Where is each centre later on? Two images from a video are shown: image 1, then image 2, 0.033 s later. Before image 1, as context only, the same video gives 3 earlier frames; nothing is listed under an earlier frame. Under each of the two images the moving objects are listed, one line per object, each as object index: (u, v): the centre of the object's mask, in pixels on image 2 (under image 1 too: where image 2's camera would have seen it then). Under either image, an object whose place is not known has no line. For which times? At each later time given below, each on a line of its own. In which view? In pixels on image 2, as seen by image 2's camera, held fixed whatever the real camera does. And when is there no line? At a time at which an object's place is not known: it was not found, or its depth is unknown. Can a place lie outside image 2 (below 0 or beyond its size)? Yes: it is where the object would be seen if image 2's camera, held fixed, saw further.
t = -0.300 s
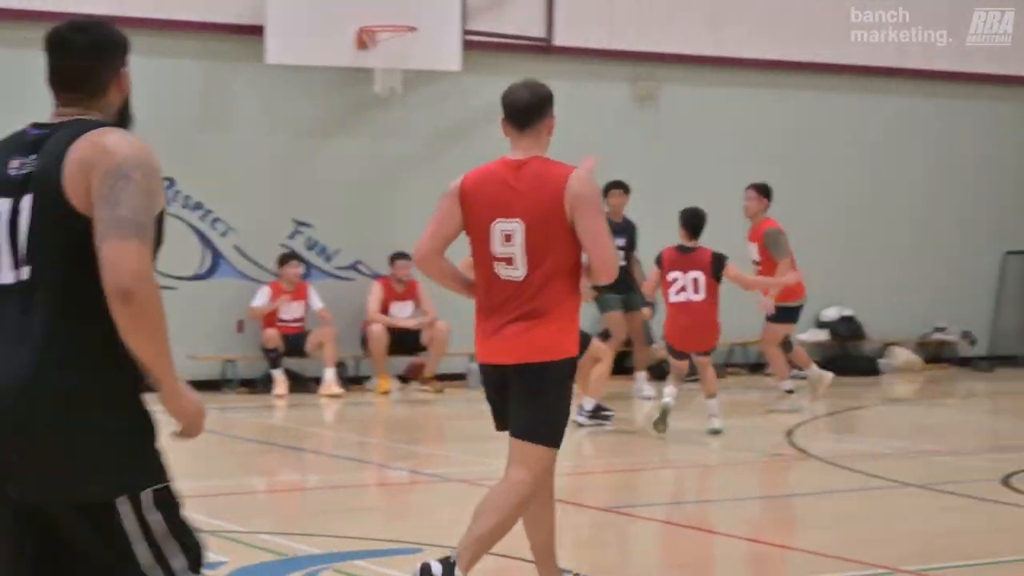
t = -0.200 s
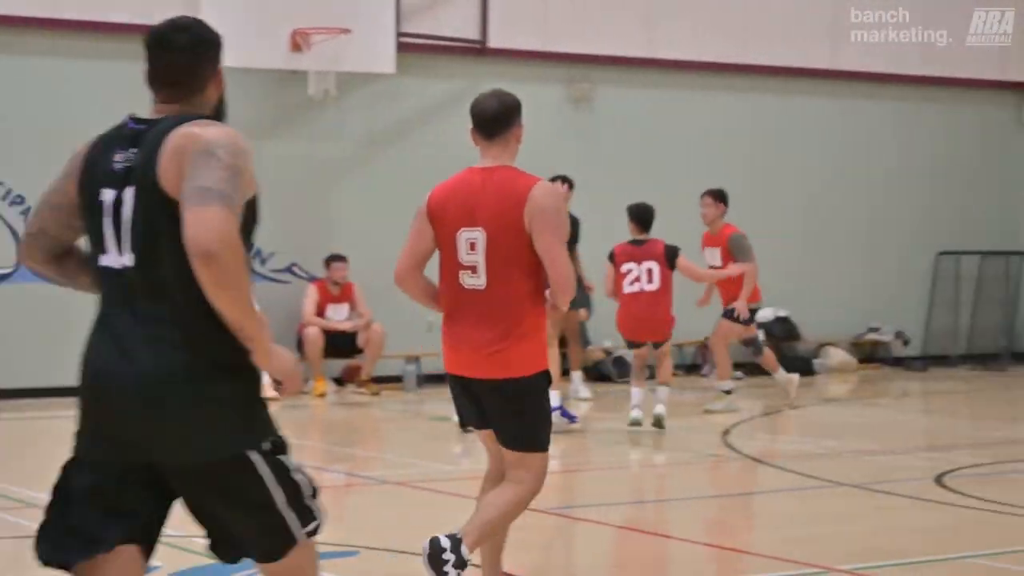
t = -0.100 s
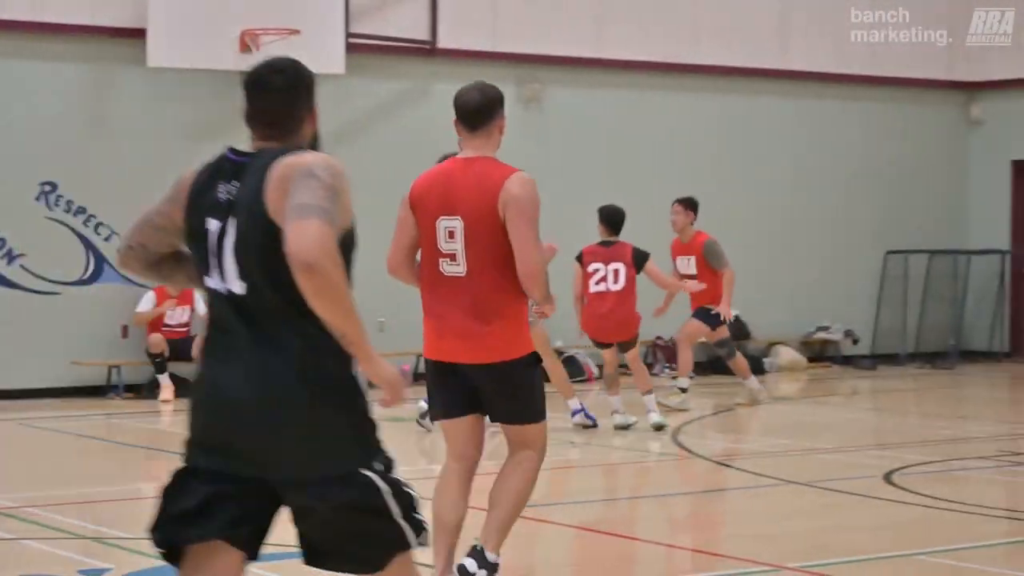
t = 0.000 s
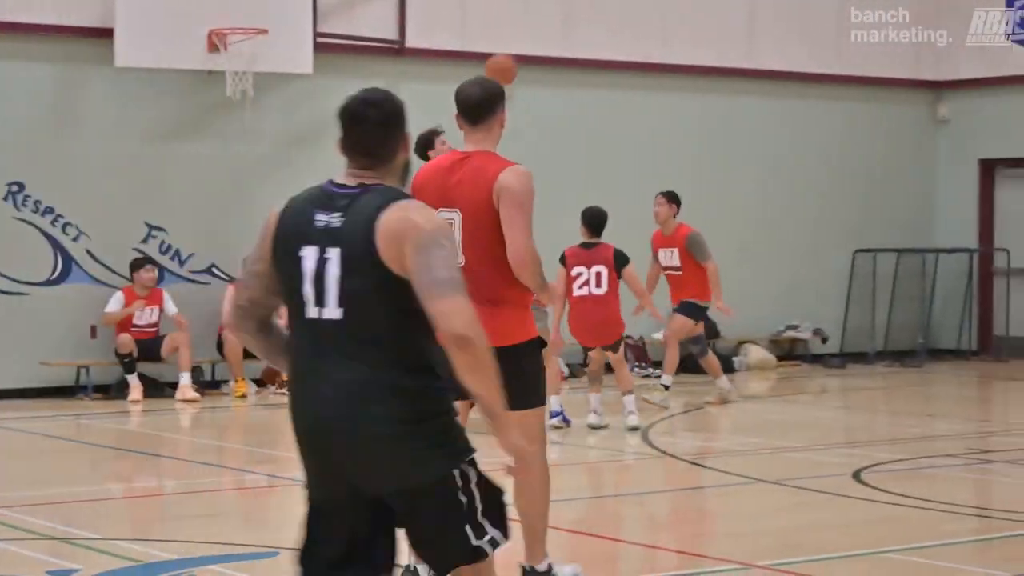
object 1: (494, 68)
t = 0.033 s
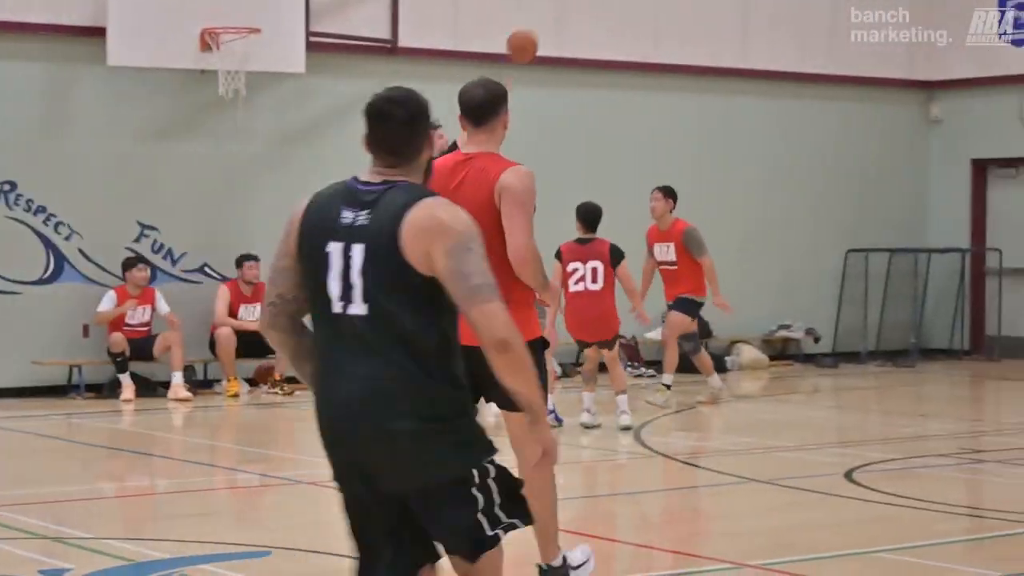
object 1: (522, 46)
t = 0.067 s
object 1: (551, 22)
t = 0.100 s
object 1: (580, 8)
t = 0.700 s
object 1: (1140, -153)
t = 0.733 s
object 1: (1173, -146)
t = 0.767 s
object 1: (1205, -137)
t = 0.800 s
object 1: (1240, -127)
